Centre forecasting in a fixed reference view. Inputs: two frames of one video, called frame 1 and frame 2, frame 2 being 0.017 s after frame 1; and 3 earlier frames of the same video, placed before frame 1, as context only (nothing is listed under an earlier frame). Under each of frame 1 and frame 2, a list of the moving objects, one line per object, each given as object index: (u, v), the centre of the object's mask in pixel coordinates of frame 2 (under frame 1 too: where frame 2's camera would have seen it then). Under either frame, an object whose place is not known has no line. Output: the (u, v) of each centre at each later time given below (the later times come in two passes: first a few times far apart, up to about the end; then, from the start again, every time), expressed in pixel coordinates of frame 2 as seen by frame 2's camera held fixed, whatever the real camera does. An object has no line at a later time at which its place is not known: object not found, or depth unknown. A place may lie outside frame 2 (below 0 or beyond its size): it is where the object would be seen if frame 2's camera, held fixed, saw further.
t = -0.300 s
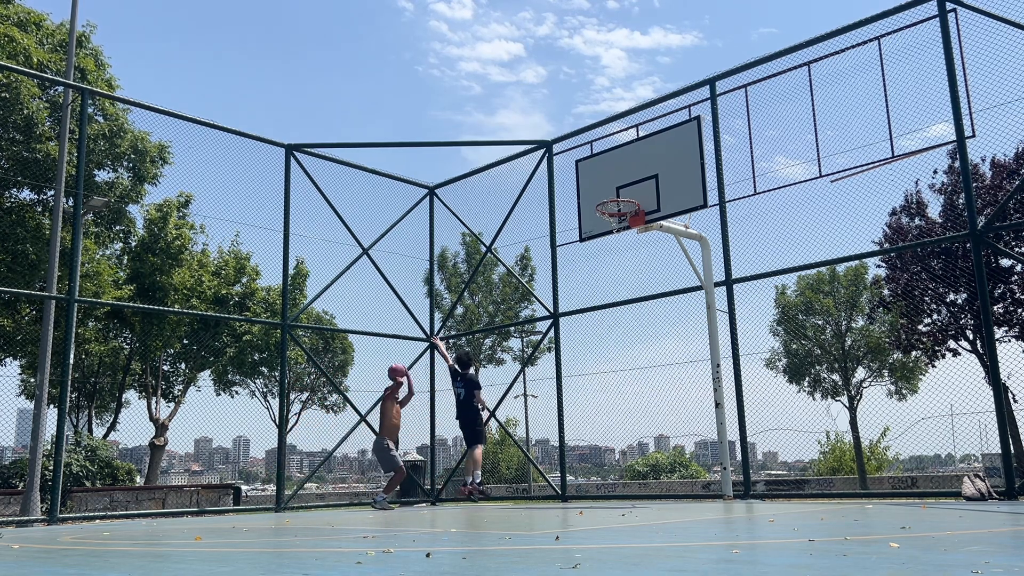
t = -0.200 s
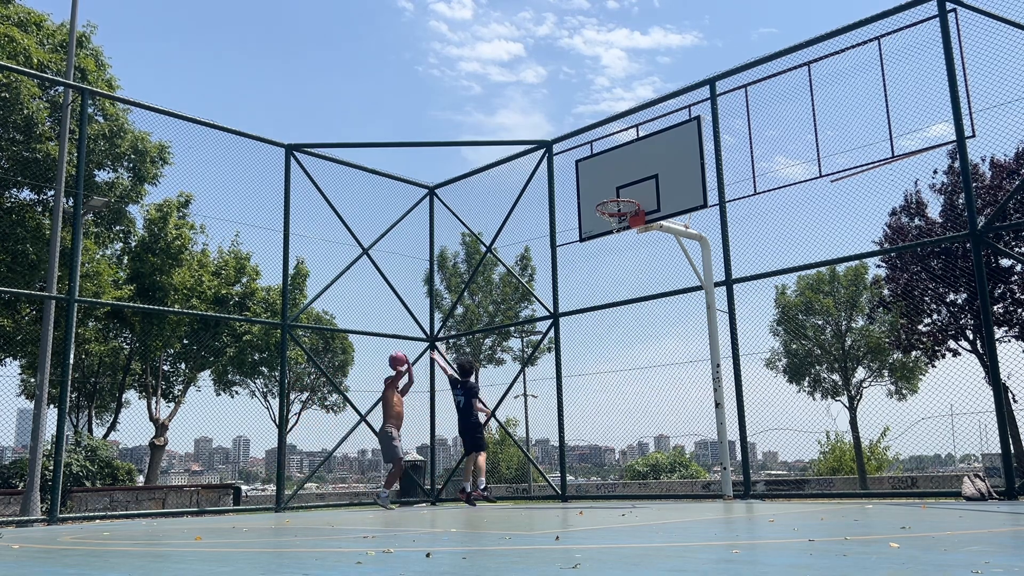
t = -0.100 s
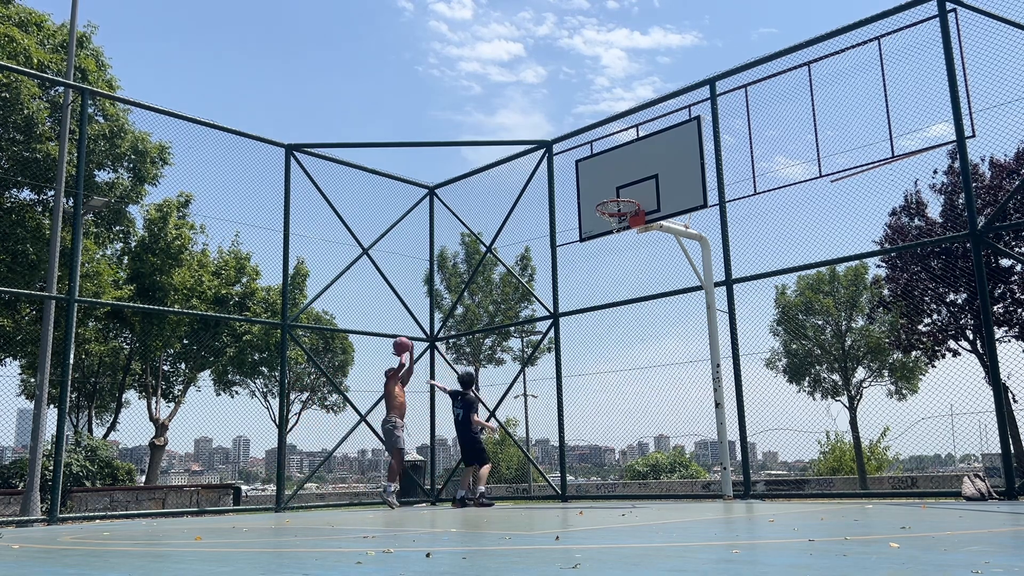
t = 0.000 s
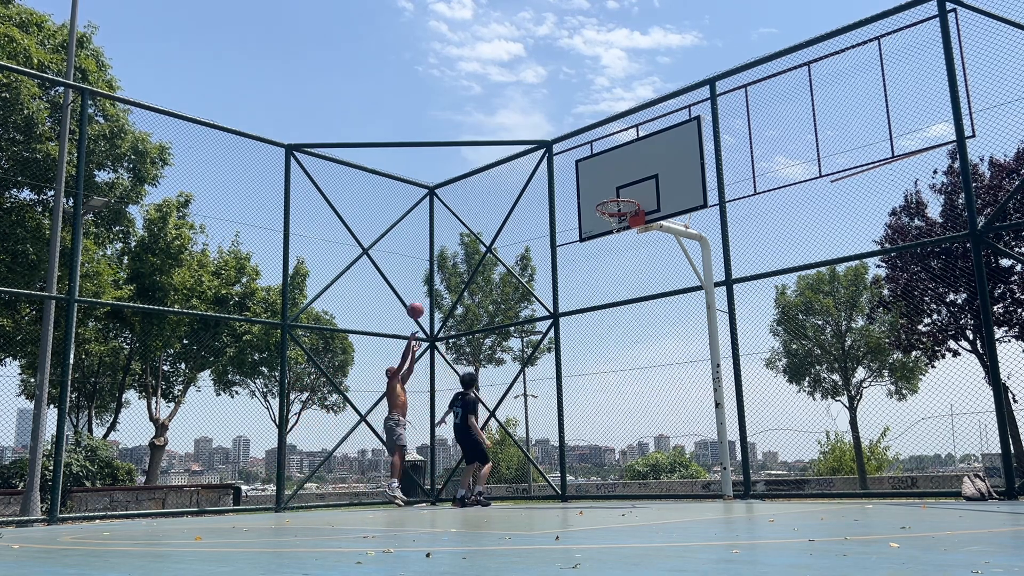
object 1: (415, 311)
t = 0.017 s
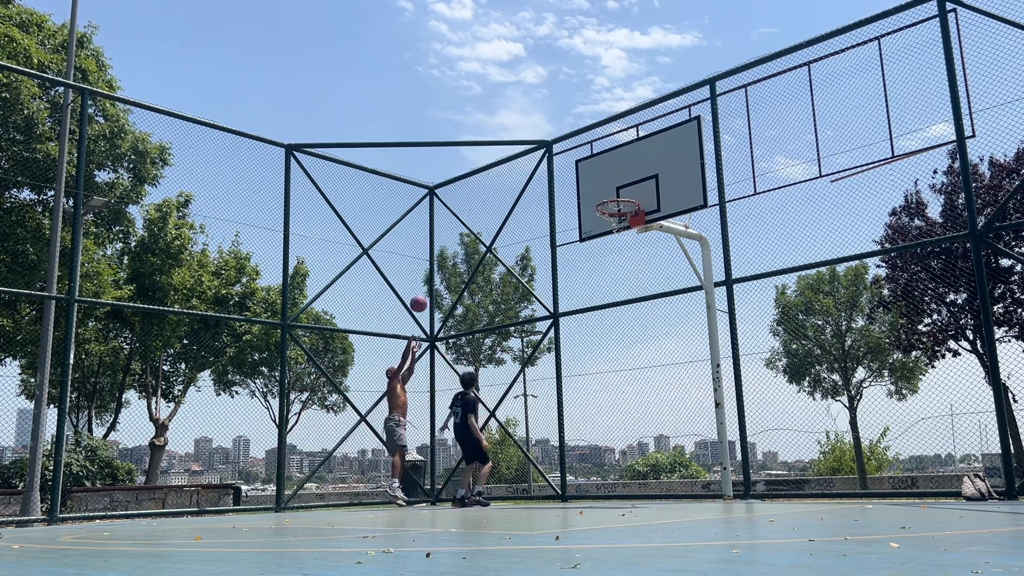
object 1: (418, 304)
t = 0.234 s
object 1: (464, 233)
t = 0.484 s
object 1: (521, 187)
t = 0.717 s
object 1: (583, 181)
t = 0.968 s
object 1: (607, 193)
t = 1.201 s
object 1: (624, 175)
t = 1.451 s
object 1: (614, 206)
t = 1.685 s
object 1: (626, 232)
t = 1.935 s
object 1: (629, 272)
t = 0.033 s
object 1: (422, 298)
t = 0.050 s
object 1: (425, 291)
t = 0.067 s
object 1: (429, 285)
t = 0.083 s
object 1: (432, 279)
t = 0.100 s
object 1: (435, 273)
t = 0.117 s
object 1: (440, 267)
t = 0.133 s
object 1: (443, 262)
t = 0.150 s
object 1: (446, 256)
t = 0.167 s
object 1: (449, 252)
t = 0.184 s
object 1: (453, 247)
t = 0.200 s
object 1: (457, 242)
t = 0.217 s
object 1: (460, 238)
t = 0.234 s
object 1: (464, 233)
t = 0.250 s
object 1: (467, 229)
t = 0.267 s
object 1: (471, 225)
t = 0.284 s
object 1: (474, 221)
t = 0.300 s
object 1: (478, 217)
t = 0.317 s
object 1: (482, 213)
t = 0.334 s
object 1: (486, 210)
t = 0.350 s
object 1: (489, 206)
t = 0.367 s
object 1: (493, 203)
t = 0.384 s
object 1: (497, 200)
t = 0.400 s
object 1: (501, 198)
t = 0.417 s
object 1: (505, 195)
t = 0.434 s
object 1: (509, 192)
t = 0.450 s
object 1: (513, 190)
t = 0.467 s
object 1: (517, 188)
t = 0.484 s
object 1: (521, 187)
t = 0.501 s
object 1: (525, 184)
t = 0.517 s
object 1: (529, 183)
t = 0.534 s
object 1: (533, 181)
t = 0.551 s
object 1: (538, 180)
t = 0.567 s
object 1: (542, 179)
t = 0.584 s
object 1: (546, 179)
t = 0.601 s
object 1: (551, 178)
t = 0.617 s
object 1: (555, 178)
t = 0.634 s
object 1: (559, 178)
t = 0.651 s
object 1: (564, 179)
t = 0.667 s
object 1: (568, 179)
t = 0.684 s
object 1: (573, 179)
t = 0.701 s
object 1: (578, 180)
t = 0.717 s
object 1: (583, 181)
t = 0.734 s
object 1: (588, 182)
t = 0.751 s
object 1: (592, 184)
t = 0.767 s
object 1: (597, 185)
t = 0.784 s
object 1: (602, 187)
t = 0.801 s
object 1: (608, 189)
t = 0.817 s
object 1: (613, 191)
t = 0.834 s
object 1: (618, 192)
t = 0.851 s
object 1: (624, 193)
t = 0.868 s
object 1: (630, 195)
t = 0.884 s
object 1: (630, 196)
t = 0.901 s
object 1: (622, 195)
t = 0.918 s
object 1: (614, 195)
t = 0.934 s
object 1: (605, 199)
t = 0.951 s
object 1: (605, 196)
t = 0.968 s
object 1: (607, 193)
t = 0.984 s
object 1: (609, 191)
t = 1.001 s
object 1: (611, 189)
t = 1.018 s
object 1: (613, 187)
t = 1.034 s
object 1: (614, 185)
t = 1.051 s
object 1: (616, 183)
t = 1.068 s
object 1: (618, 181)
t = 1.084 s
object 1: (619, 179)
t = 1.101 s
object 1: (621, 178)
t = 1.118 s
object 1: (622, 177)
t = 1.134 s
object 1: (624, 176)
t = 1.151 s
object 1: (626, 175)
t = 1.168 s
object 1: (626, 175)
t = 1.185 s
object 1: (625, 175)
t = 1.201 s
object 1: (624, 175)
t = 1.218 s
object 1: (623, 176)
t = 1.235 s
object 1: (622, 177)
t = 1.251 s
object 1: (621, 178)
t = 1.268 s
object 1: (620, 179)
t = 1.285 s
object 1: (619, 180)
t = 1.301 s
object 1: (618, 182)
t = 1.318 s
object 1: (617, 184)
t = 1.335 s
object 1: (617, 186)
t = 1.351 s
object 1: (616, 188)
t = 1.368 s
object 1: (615, 190)
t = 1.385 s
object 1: (614, 191)
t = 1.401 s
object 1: (613, 193)
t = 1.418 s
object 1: (612, 200)
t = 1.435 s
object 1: (613, 204)
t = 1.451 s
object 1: (614, 206)
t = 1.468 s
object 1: (617, 212)
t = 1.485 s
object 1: (618, 213)
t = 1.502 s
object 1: (619, 215)
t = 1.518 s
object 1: (620, 218)
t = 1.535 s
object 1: (621, 221)
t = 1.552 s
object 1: (622, 224)
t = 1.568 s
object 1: (623, 225)
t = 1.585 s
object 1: (623, 226)
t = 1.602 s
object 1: (624, 227)
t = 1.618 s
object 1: (624, 228)
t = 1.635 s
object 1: (625, 230)
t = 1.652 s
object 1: (626, 231)
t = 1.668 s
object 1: (626, 231)
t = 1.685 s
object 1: (626, 232)
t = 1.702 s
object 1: (626, 233)
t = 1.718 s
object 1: (627, 235)
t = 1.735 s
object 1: (627, 236)
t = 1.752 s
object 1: (627, 237)
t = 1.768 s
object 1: (627, 239)
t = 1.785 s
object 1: (627, 242)
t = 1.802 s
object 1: (627, 244)
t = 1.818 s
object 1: (627, 247)
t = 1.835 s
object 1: (628, 250)
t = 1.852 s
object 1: (628, 253)
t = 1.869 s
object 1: (628, 256)
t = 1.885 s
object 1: (629, 260)
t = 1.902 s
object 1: (629, 264)
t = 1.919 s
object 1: (629, 267)
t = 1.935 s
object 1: (629, 272)
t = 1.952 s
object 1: (630, 277)
